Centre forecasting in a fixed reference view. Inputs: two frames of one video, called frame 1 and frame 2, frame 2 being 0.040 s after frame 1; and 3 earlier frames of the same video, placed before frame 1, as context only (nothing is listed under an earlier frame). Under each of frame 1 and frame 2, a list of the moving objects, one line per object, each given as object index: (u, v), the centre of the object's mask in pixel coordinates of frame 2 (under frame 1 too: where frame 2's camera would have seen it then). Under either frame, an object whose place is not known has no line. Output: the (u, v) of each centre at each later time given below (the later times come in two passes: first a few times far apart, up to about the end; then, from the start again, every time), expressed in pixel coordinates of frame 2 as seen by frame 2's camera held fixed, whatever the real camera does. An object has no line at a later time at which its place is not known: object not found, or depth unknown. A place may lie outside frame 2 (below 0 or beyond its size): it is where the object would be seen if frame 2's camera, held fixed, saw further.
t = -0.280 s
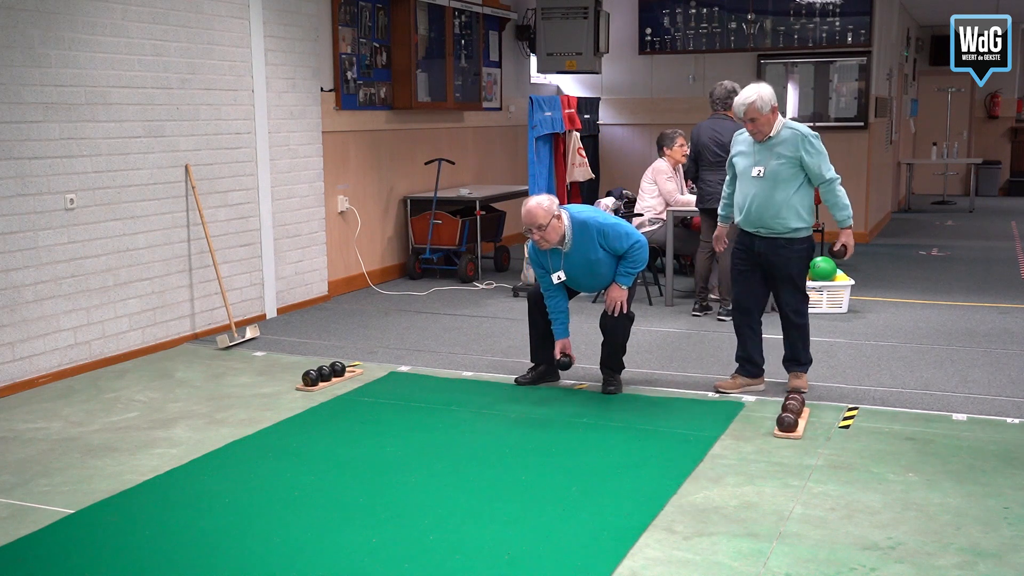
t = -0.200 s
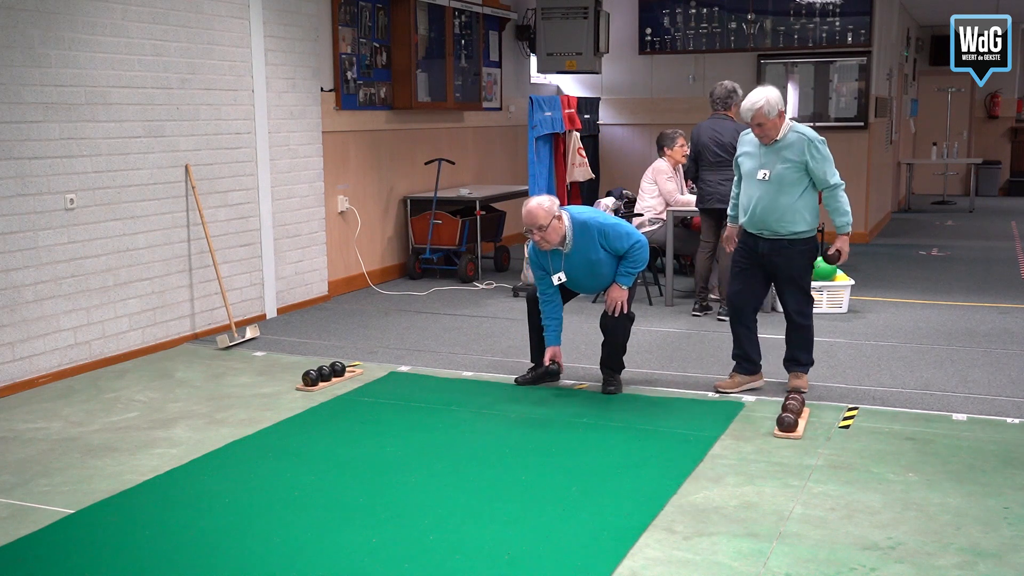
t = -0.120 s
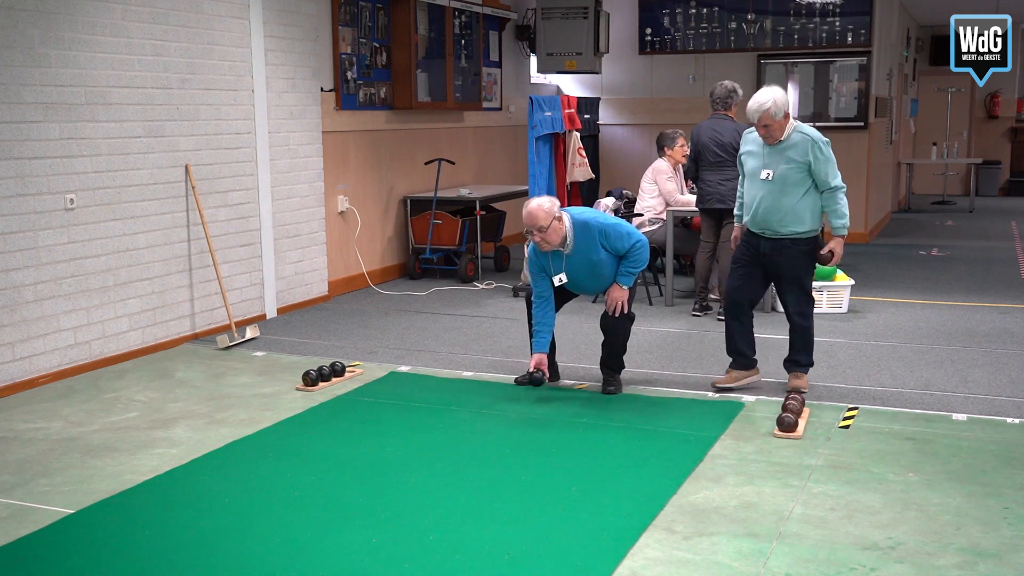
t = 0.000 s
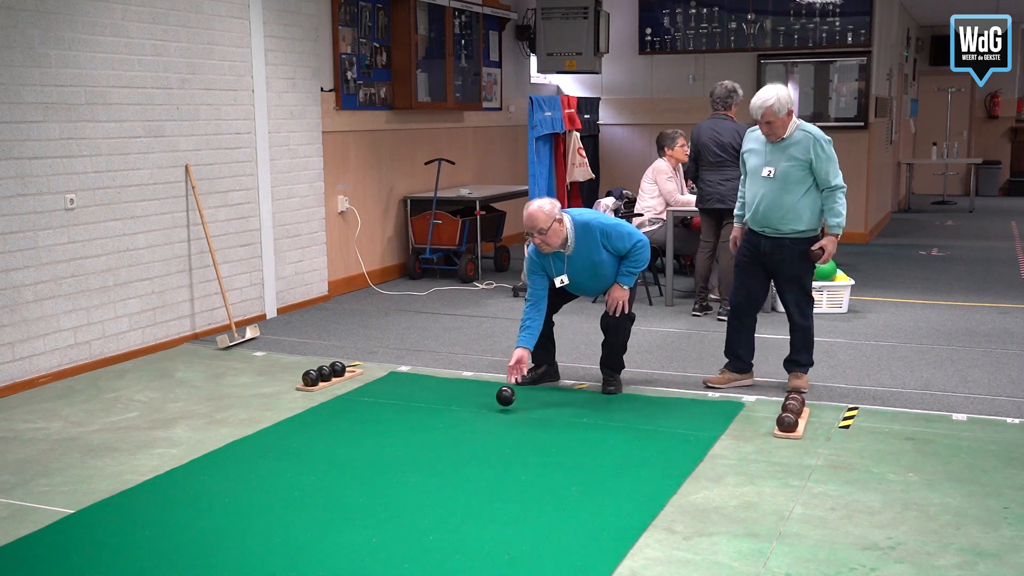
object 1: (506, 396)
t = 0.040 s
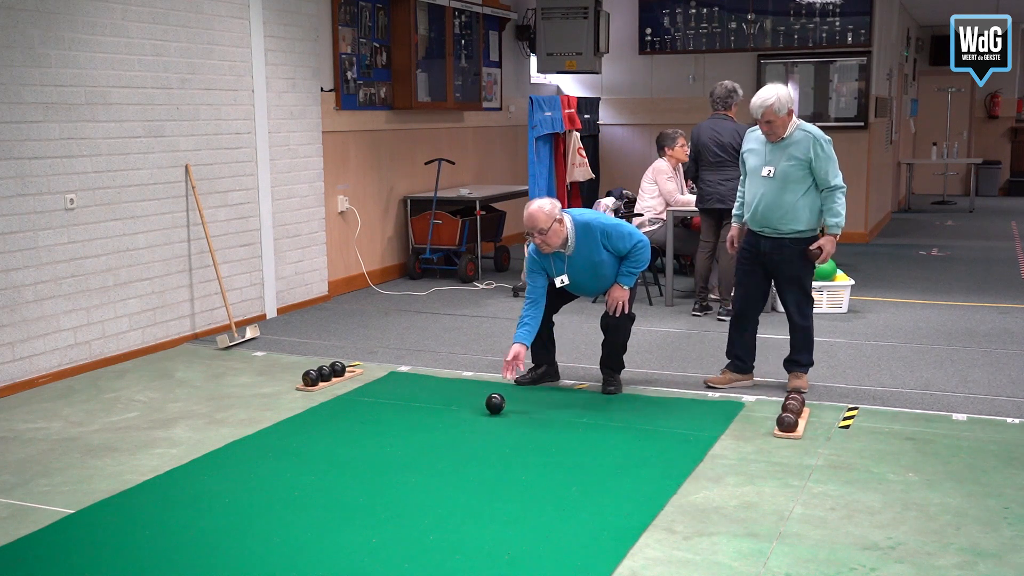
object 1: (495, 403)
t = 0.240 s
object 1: (450, 418)
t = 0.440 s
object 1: (404, 438)
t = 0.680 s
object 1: (344, 461)
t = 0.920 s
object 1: (279, 488)
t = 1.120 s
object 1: (220, 514)
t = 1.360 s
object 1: (141, 549)
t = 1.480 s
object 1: (98, 565)
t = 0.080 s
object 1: (486, 402)
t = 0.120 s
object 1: (477, 405)
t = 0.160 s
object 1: (468, 411)
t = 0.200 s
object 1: (459, 416)
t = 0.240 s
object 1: (450, 418)
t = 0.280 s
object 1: (441, 423)
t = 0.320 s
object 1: (432, 426)
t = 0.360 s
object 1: (423, 431)
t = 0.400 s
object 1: (413, 434)
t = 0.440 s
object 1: (404, 438)
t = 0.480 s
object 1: (394, 441)
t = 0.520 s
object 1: (384, 445)
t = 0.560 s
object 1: (375, 449)
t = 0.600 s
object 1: (364, 453)
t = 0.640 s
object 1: (354, 457)
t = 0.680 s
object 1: (344, 461)
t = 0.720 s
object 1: (334, 465)
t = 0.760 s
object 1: (323, 470)
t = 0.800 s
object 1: (312, 474)
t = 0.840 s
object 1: (301, 479)
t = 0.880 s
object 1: (290, 484)
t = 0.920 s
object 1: (279, 488)
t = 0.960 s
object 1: (267, 493)
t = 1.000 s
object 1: (256, 498)
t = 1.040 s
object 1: (244, 503)
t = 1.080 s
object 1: (232, 508)
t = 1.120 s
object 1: (220, 514)
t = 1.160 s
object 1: (207, 519)
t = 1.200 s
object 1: (194, 525)
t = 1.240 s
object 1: (181, 530)
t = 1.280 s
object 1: (168, 536)
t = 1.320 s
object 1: (155, 542)
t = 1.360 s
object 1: (141, 549)
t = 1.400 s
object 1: (127, 555)
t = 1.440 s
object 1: (112, 561)
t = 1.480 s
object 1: (98, 565)
